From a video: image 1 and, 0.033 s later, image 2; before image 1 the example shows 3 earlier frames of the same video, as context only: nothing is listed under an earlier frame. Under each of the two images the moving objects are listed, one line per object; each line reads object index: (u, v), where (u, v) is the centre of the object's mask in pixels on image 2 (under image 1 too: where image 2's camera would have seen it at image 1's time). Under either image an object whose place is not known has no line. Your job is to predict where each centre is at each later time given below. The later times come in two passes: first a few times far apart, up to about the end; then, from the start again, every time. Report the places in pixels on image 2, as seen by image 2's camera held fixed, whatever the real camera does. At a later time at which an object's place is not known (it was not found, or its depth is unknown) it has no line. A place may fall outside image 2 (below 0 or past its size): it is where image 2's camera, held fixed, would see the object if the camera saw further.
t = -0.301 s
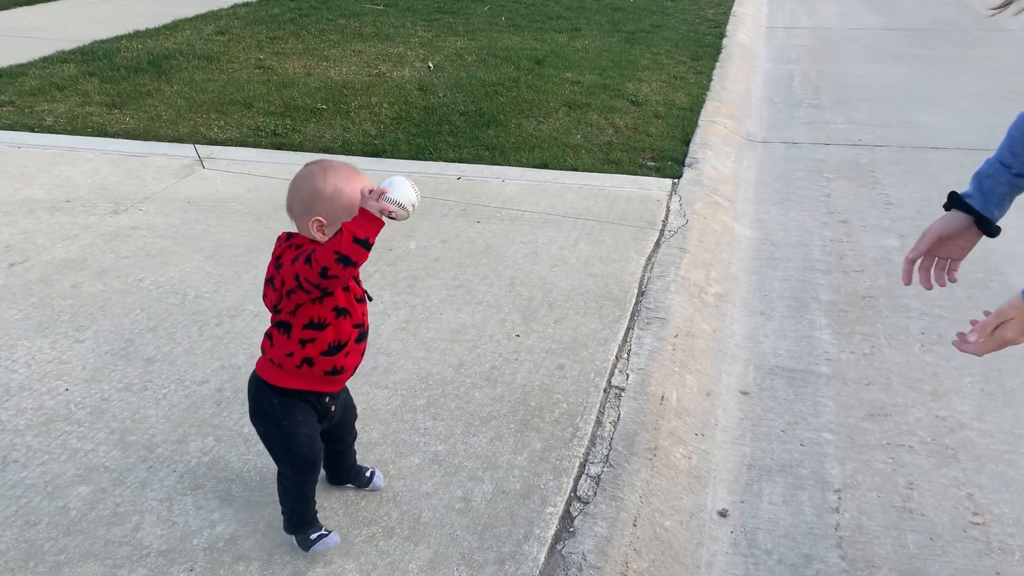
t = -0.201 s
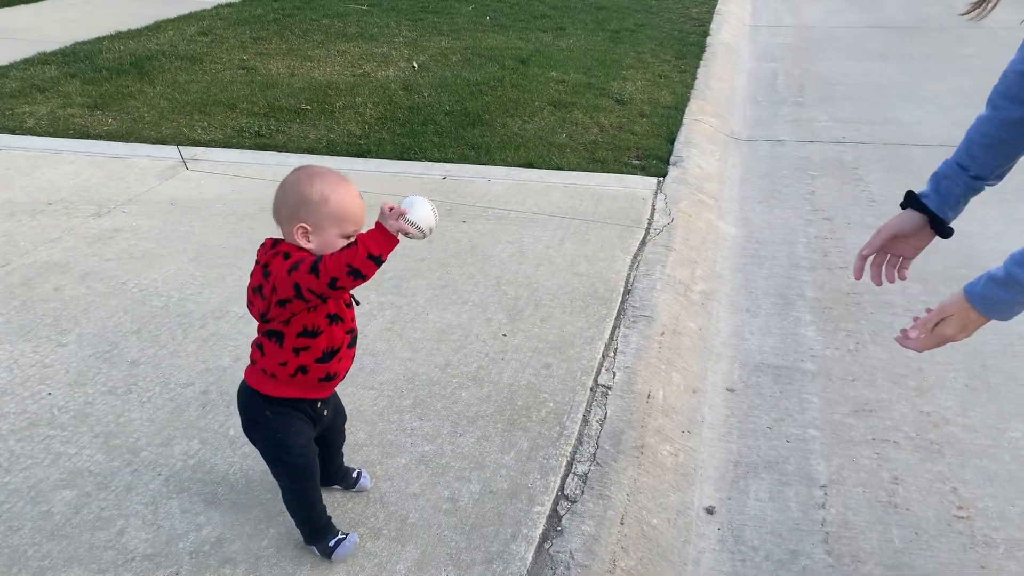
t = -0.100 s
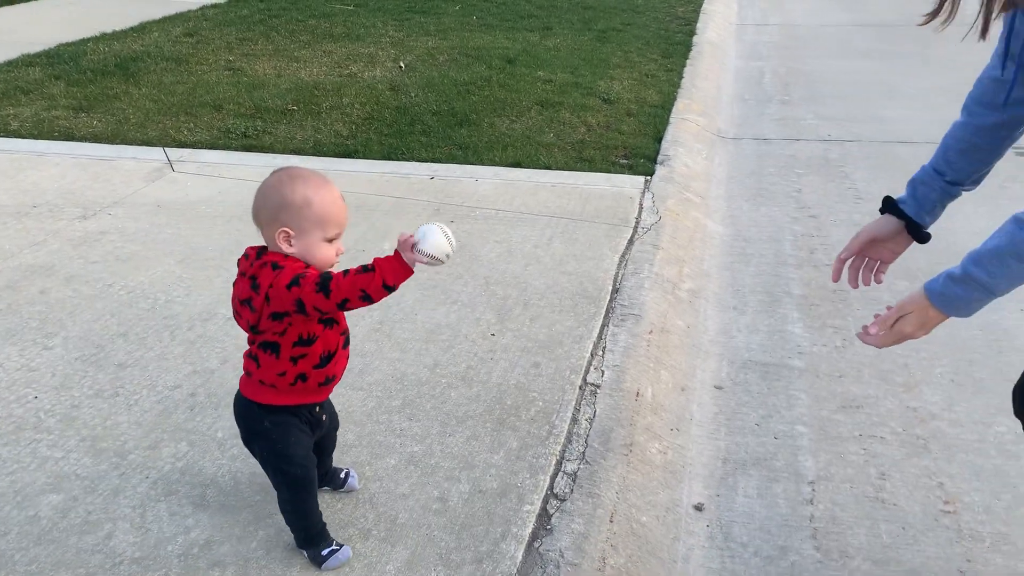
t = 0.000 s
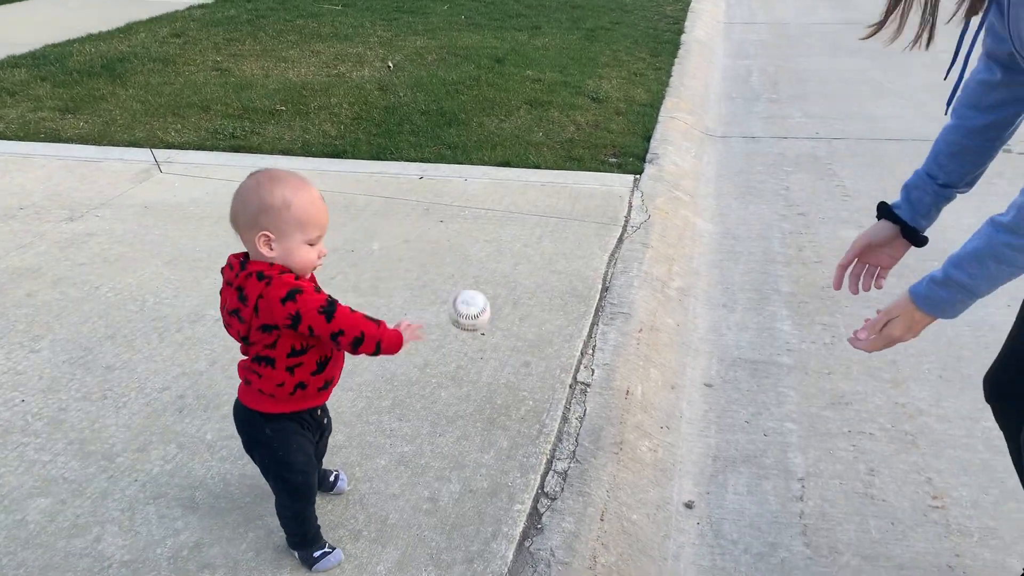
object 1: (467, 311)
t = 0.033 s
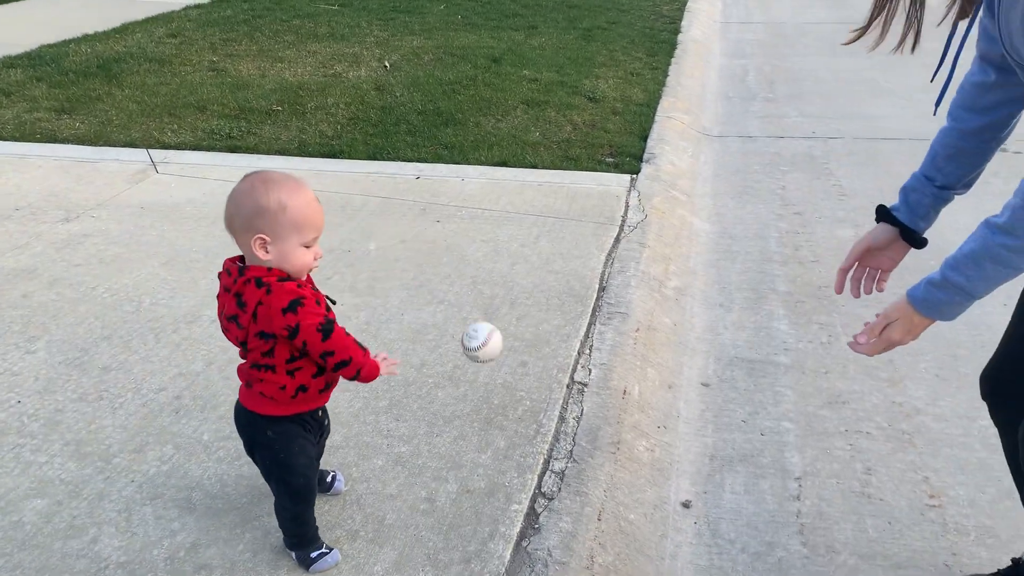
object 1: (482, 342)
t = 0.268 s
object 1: (512, 428)
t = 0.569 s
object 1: (429, 426)
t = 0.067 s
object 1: (497, 378)
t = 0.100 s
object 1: (512, 416)
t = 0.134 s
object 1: (526, 458)
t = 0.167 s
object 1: (538, 502)
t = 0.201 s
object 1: (532, 481)
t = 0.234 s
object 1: (525, 453)
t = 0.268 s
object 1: (512, 428)
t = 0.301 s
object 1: (503, 407)
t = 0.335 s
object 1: (492, 393)
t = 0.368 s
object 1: (483, 383)
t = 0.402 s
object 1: (474, 379)
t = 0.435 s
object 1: (464, 378)
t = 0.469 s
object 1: (454, 383)
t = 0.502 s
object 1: (446, 393)
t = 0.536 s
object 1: (437, 407)
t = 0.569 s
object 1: (429, 426)
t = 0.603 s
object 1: (422, 448)
